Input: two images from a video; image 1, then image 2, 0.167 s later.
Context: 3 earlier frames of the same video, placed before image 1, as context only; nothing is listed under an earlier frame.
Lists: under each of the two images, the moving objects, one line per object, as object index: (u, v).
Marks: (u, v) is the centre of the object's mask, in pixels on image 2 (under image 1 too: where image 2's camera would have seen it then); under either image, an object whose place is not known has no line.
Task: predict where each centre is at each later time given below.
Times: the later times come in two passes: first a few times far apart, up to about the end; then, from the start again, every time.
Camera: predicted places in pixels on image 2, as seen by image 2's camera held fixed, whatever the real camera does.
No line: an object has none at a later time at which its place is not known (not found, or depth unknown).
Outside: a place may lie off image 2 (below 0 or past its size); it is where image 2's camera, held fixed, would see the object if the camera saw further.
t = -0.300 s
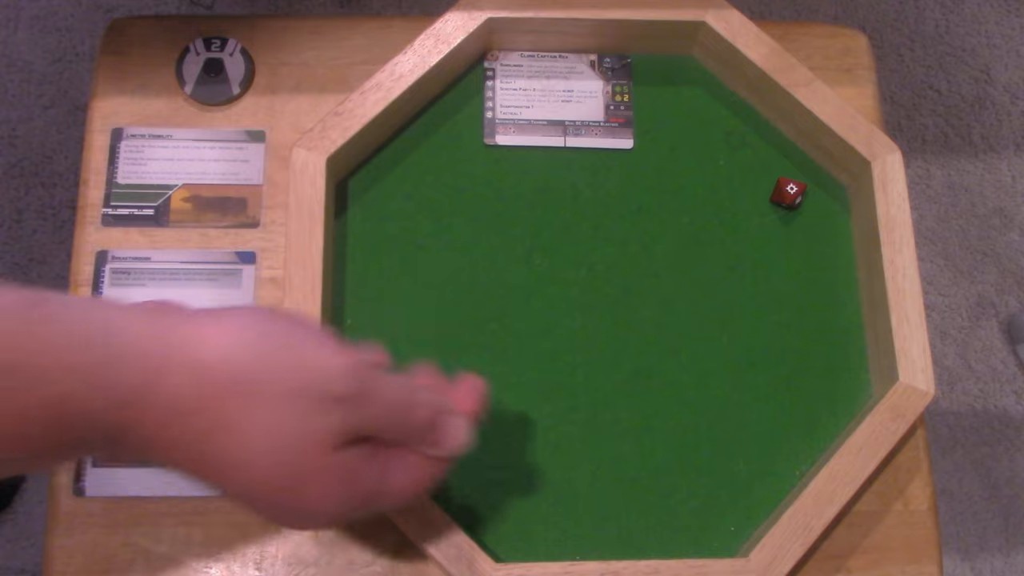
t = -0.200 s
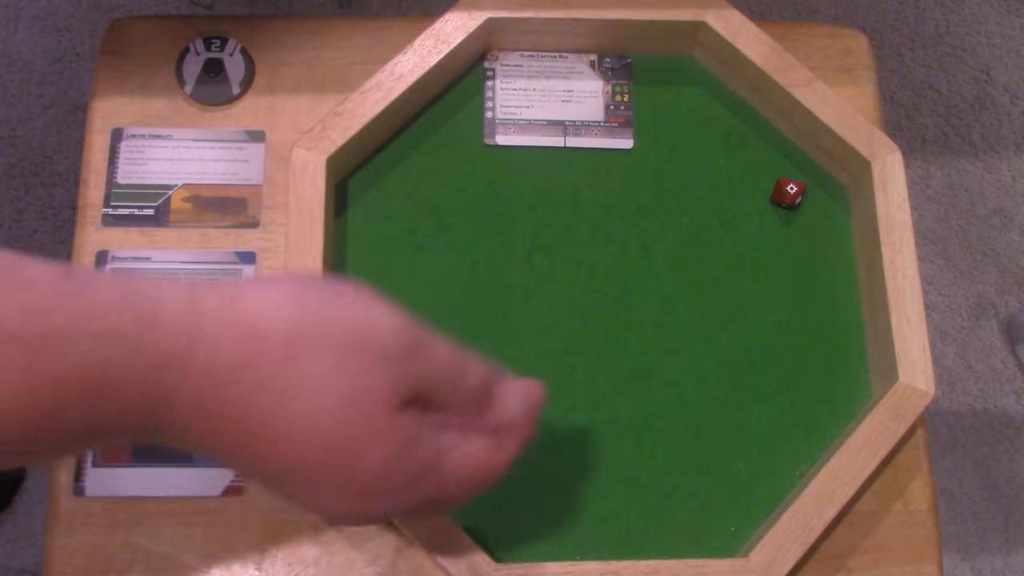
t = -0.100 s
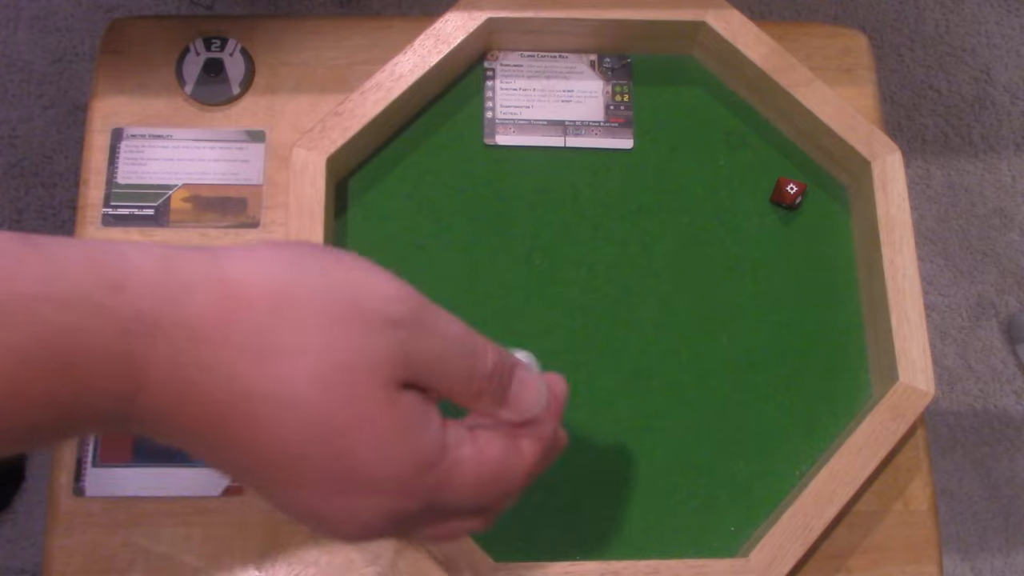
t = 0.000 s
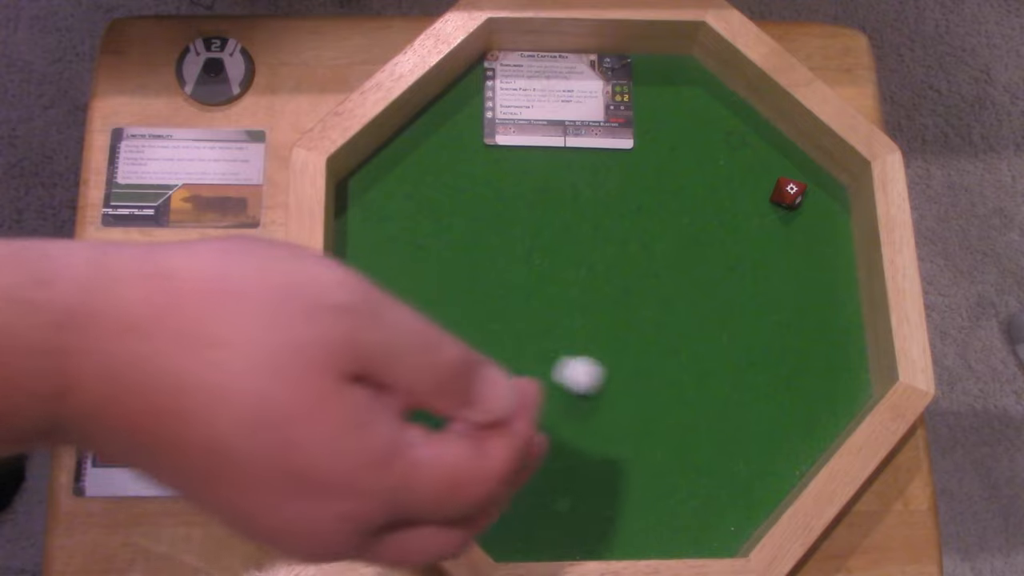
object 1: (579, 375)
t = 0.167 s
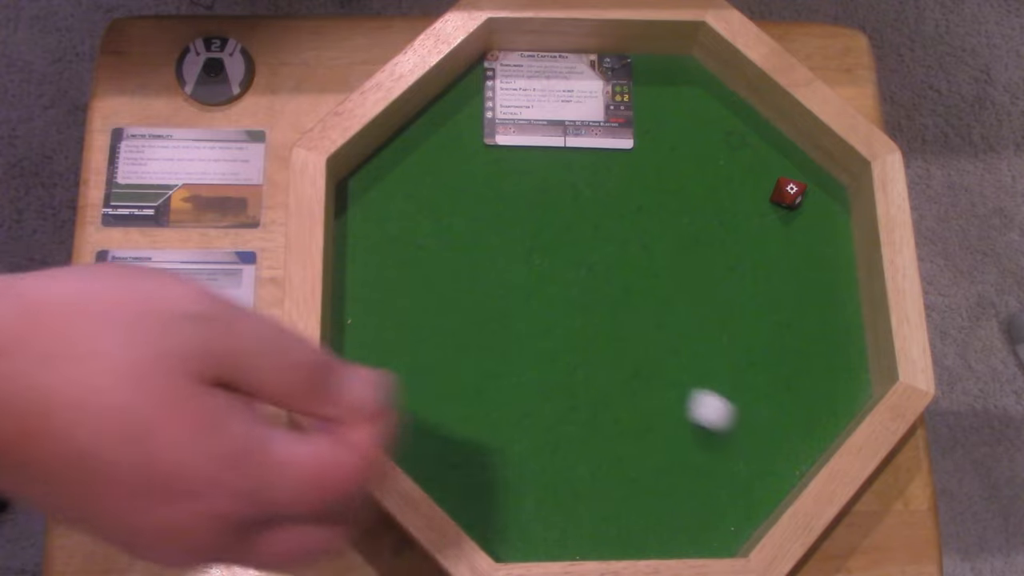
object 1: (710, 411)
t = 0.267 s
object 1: (764, 450)
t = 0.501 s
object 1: (755, 456)
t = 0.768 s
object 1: (757, 459)
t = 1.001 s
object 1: (757, 459)
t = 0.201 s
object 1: (729, 423)
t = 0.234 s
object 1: (749, 434)
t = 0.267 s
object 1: (764, 450)
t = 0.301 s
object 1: (775, 465)
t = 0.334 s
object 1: (775, 476)
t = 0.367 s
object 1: (763, 478)
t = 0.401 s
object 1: (750, 470)
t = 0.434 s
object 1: (746, 463)
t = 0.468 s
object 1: (749, 458)
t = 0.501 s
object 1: (755, 456)
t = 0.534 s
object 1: (759, 459)
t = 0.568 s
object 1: (758, 458)
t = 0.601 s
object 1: (757, 458)
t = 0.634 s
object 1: (757, 459)
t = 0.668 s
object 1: (757, 459)
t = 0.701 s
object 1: (757, 459)
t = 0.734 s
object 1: (757, 458)
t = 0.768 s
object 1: (757, 459)
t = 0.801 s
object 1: (757, 459)
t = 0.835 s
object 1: (757, 459)
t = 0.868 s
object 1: (757, 458)
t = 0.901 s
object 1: (757, 458)
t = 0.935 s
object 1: (757, 459)
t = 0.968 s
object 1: (757, 459)
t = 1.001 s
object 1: (757, 459)
